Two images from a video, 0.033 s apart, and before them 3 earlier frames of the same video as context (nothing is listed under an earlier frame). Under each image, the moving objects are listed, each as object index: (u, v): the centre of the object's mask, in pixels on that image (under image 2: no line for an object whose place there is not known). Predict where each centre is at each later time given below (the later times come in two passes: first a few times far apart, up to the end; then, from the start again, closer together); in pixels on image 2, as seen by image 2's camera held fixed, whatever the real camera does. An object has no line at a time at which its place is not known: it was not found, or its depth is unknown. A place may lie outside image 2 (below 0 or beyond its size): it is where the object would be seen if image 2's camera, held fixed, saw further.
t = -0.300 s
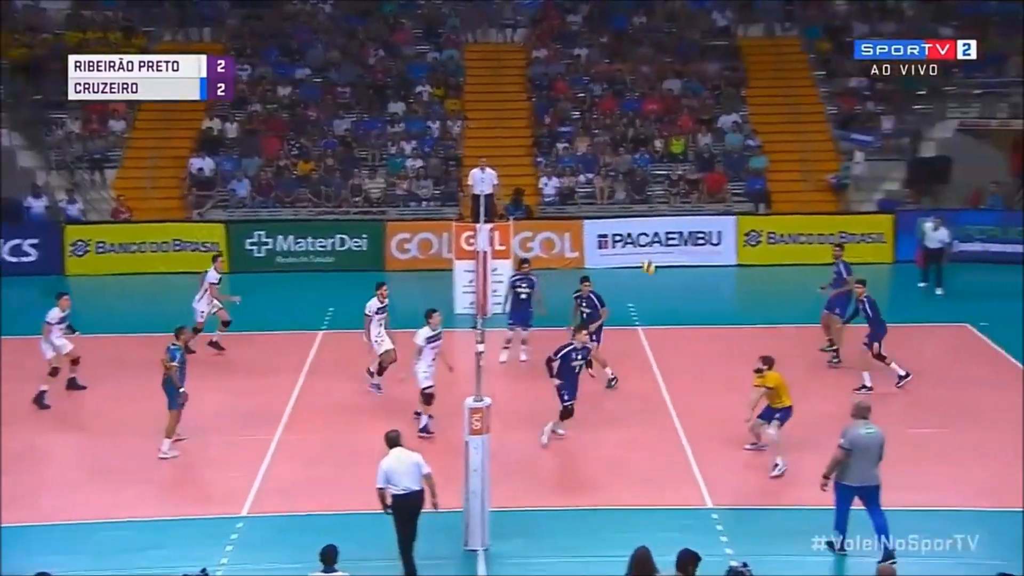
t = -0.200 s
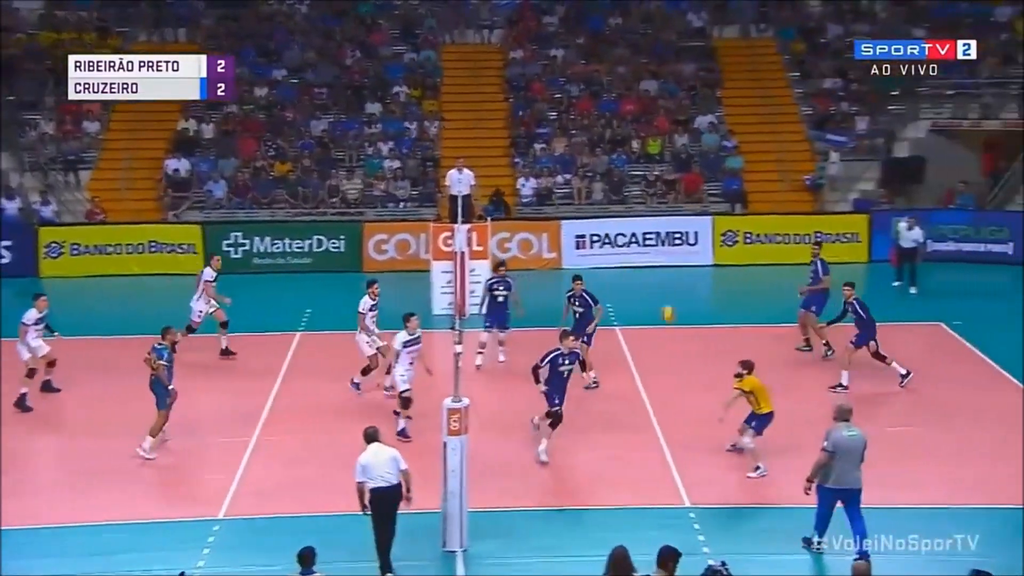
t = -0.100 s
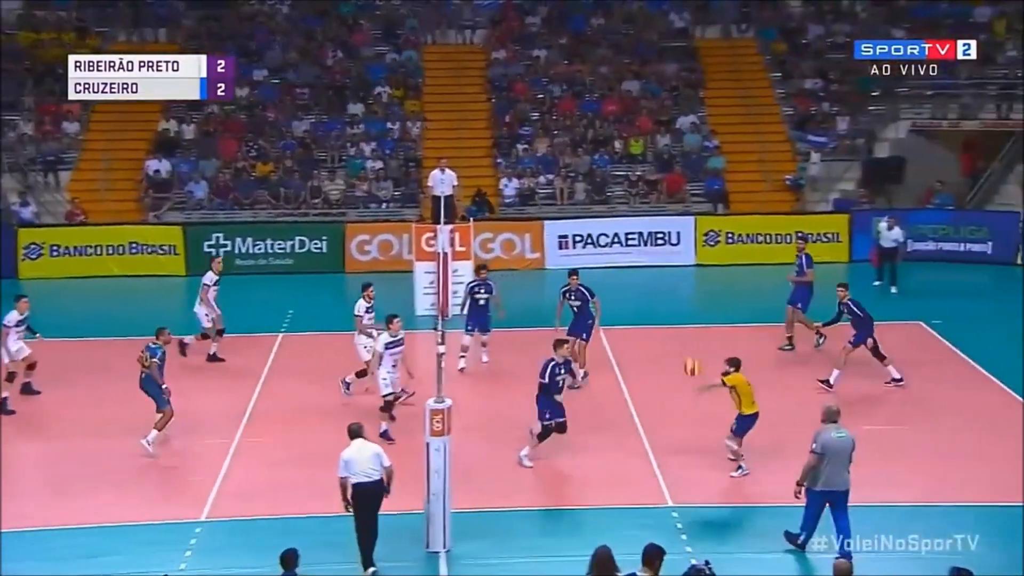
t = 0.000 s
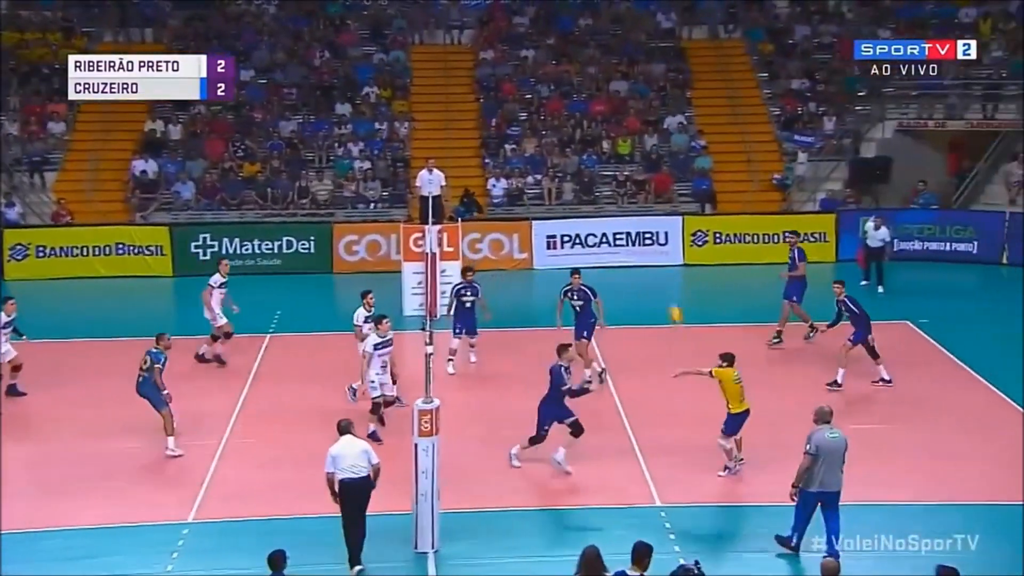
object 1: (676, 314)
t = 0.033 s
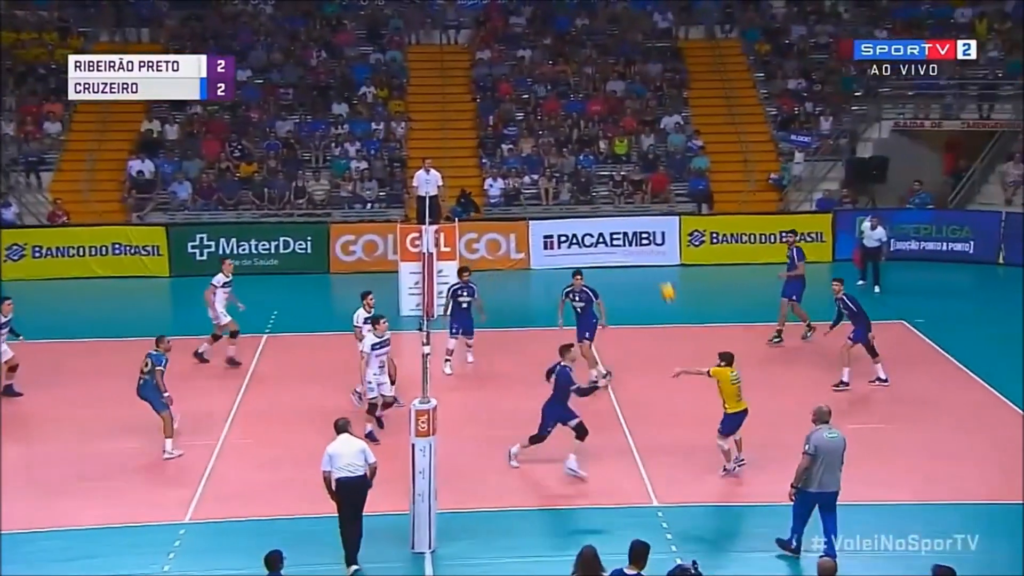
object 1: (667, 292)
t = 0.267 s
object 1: (639, 157)
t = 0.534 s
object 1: (610, 59)
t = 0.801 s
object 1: (583, 16)
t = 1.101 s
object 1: (554, 28)
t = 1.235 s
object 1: (542, 53)
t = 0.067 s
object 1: (663, 270)
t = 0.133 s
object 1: (654, 229)
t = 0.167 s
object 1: (651, 209)
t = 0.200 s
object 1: (647, 192)
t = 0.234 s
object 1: (644, 173)
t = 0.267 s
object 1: (639, 157)
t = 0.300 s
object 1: (635, 143)
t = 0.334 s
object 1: (631, 127)
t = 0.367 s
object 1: (629, 113)
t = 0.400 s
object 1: (625, 101)
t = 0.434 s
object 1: (621, 89)
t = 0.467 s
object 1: (618, 77)
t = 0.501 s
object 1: (614, 68)
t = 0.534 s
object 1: (610, 59)
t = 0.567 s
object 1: (607, 50)
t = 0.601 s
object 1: (603, 43)
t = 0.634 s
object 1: (599, 36)
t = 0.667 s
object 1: (596, 30)
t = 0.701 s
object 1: (593, 25)
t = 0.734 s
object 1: (589, 22)
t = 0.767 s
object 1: (586, 18)
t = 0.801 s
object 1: (583, 16)
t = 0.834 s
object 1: (579, 14)
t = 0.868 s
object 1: (576, 13)
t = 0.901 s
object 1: (573, 13)
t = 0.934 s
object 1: (570, 14)
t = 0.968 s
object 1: (566, 15)
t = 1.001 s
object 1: (563, 17)
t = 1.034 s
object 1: (560, 20)
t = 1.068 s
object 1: (557, 24)
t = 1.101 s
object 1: (554, 28)
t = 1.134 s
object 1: (551, 34)
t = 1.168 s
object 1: (548, 39)
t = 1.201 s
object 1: (545, 46)
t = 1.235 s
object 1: (542, 53)
